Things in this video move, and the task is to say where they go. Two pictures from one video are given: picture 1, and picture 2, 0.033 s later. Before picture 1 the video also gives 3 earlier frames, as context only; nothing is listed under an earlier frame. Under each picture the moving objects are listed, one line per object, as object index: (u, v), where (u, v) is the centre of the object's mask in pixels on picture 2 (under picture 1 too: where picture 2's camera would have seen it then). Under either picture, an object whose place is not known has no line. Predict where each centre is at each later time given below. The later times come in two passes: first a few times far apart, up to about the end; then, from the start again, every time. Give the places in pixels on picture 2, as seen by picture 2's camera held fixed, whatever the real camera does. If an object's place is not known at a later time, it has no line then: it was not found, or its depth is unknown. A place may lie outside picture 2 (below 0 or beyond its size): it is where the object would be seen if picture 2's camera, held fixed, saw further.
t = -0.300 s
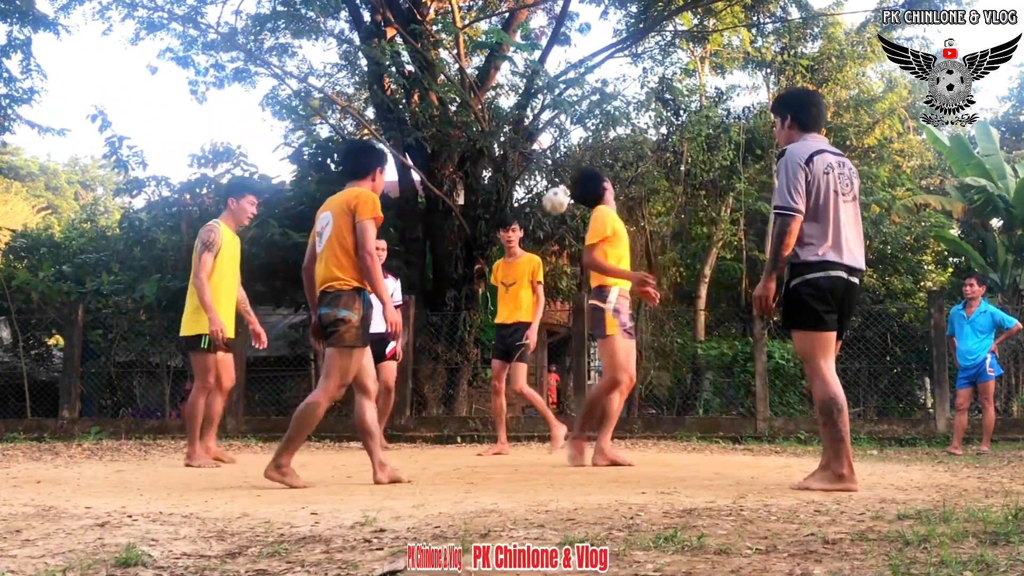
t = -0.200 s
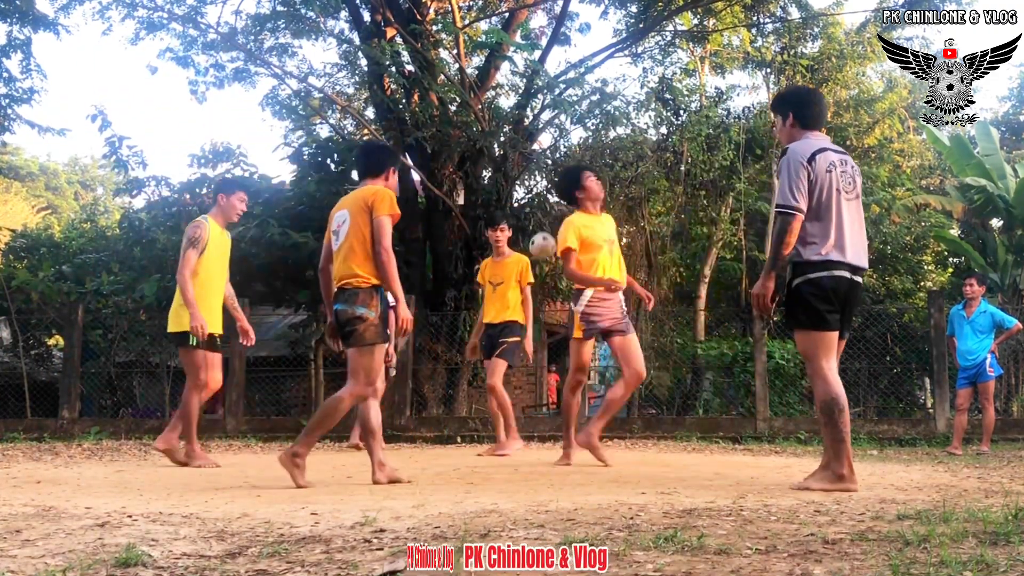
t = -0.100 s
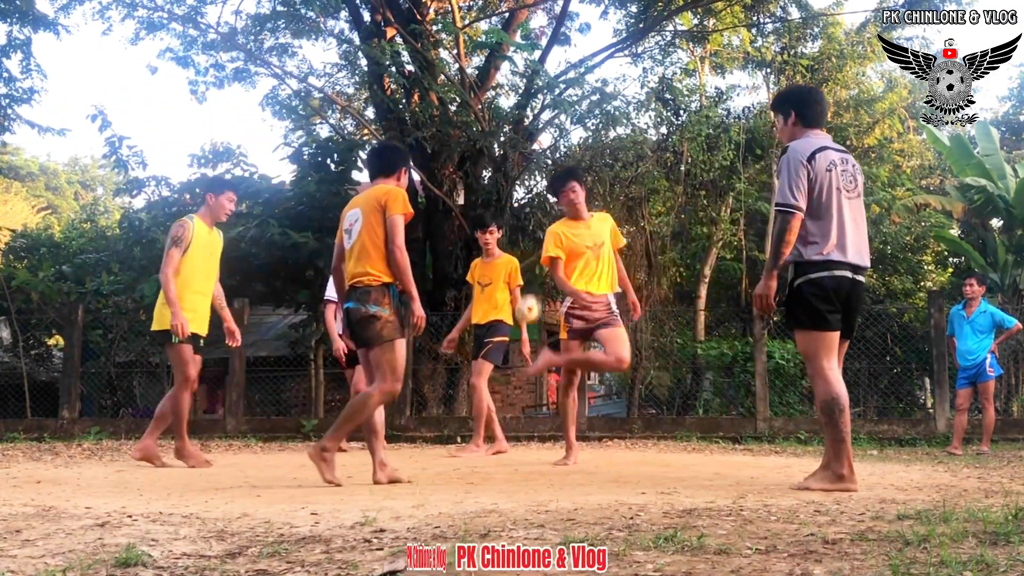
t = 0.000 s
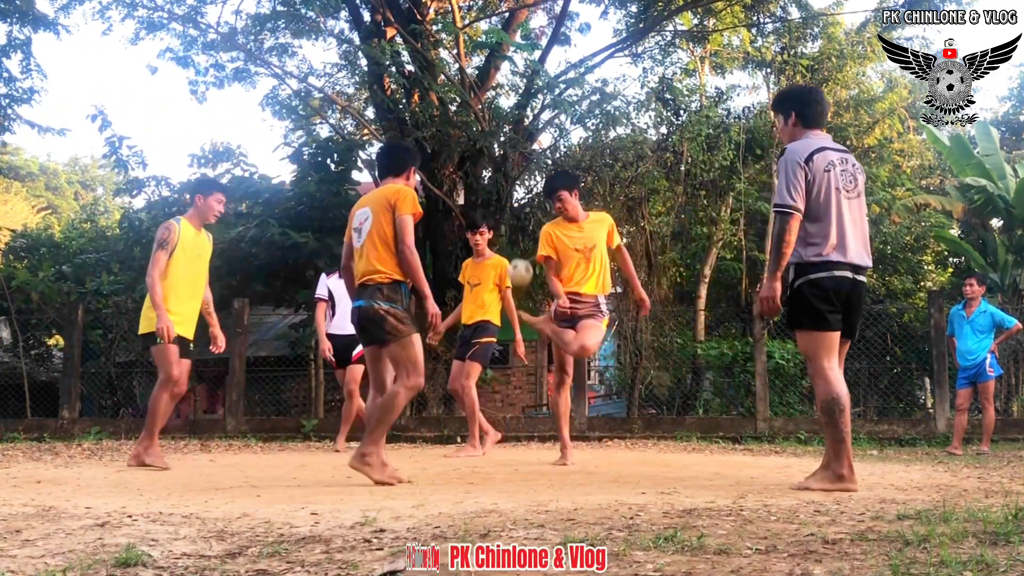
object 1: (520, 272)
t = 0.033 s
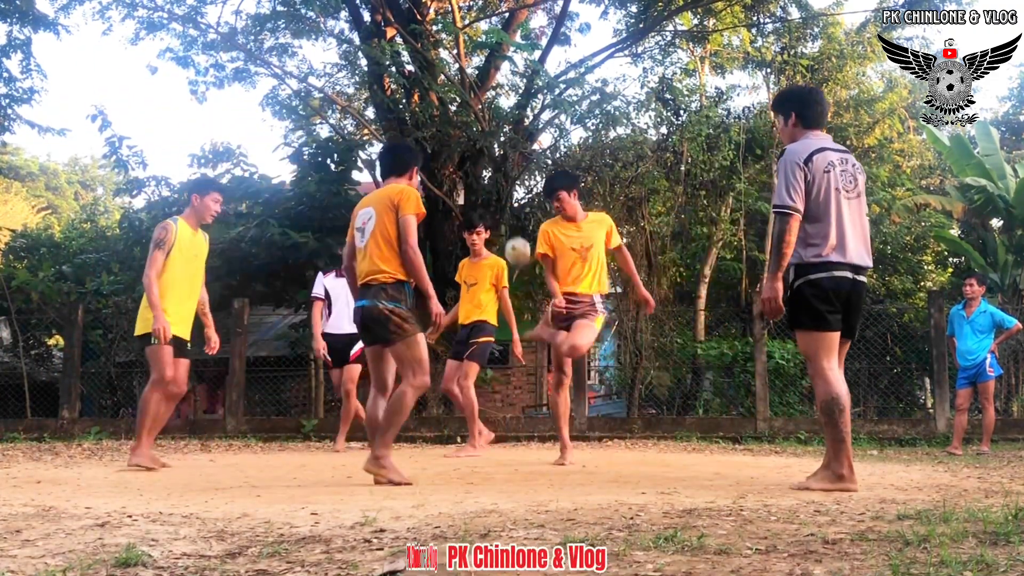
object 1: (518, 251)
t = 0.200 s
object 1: (507, 174)
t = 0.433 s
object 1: (492, 144)
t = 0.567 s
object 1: (484, 160)
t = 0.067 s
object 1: (515, 231)
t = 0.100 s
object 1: (513, 214)
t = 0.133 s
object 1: (511, 199)
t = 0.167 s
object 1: (509, 186)
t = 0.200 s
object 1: (507, 174)
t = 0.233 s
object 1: (504, 164)
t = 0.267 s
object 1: (503, 157)
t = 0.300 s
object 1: (500, 150)
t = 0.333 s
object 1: (498, 147)
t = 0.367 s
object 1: (496, 144)
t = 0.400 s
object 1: (494, 143)
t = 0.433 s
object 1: (492, 144)
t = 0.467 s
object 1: (490, 146)
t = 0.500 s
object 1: (488, 149)
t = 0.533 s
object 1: (487, 154)
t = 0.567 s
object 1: (484, 160)
